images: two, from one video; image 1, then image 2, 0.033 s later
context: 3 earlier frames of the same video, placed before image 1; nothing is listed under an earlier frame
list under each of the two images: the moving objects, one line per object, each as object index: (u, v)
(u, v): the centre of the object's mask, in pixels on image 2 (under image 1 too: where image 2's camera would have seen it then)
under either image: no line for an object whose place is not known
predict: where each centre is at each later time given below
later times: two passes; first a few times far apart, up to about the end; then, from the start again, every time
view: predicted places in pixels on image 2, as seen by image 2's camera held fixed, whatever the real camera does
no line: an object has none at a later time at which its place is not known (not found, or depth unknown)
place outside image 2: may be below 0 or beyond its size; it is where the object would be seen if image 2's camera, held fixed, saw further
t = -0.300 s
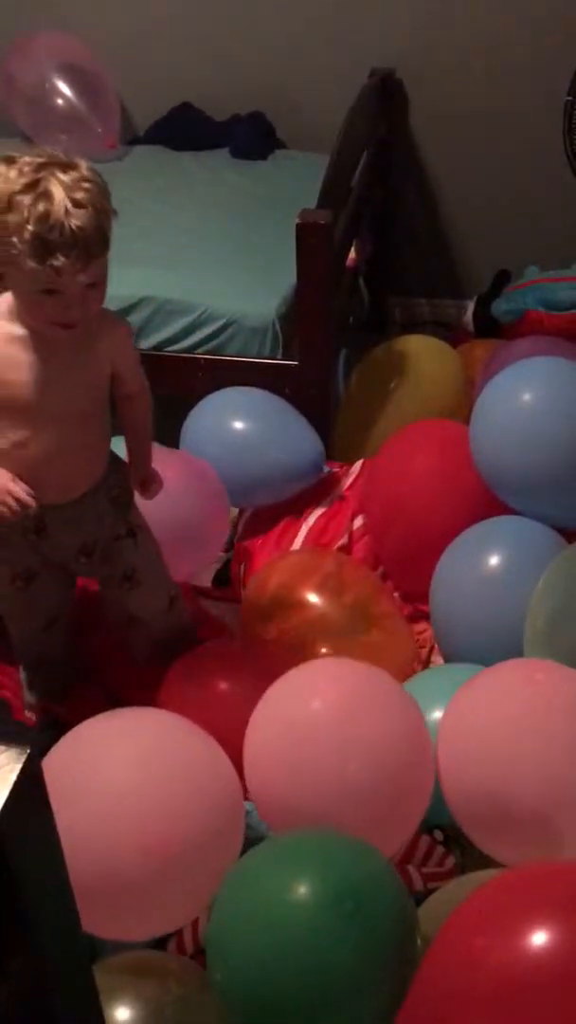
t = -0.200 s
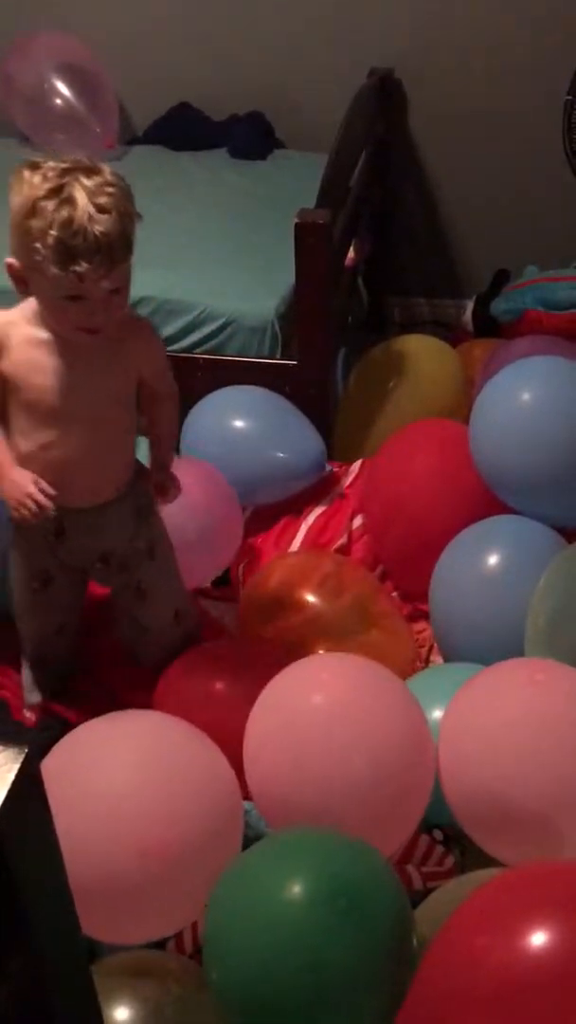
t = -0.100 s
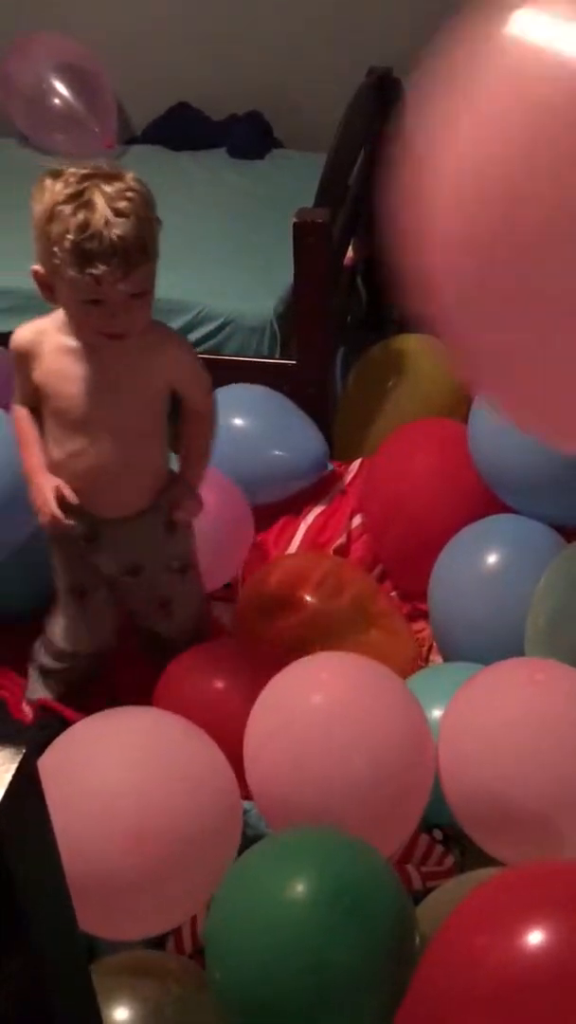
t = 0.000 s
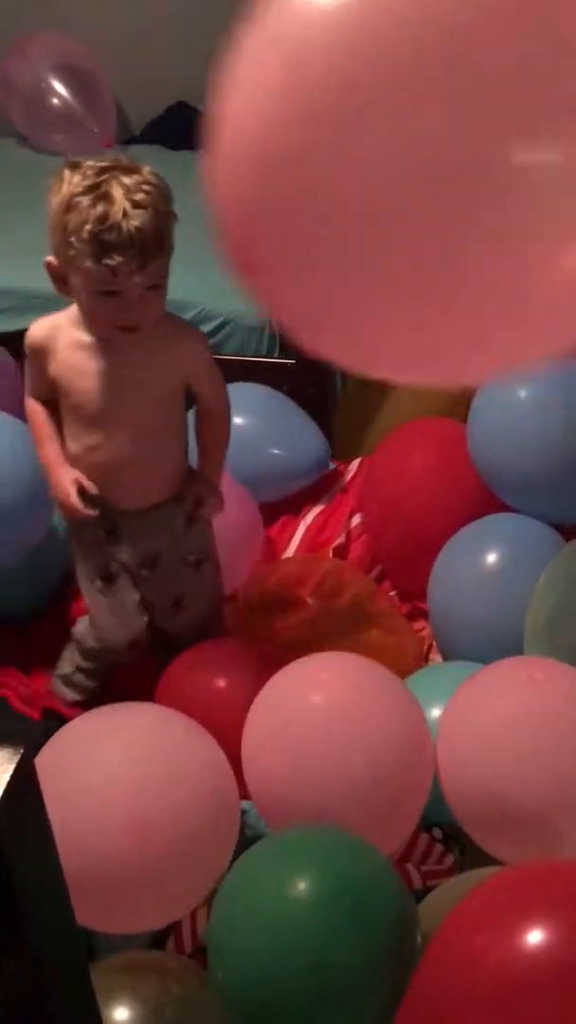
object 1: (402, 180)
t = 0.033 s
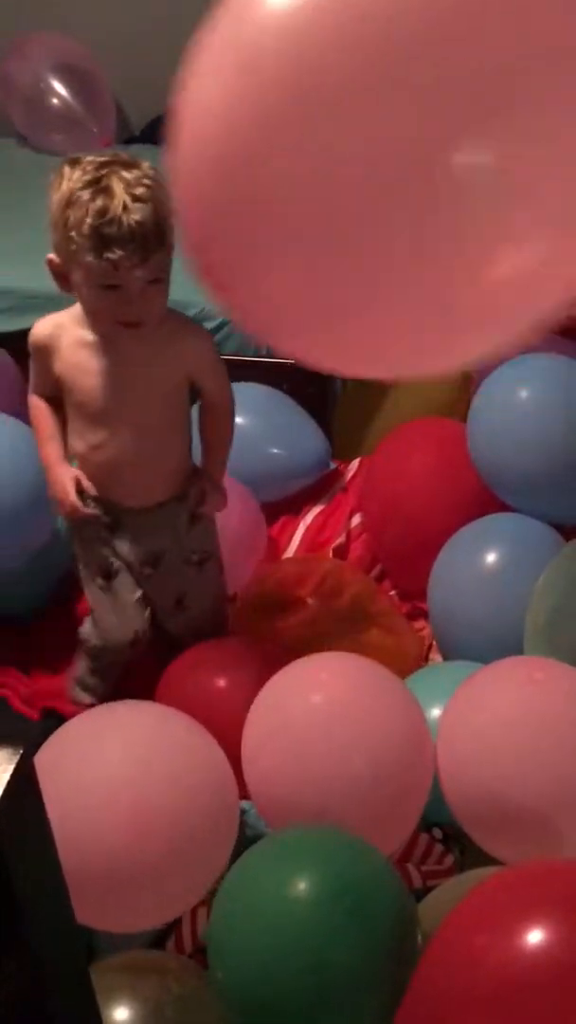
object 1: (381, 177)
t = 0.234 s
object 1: (247, 224)
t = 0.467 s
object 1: (226, 385)
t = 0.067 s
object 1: (360, 172)
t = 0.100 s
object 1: (336, 174)
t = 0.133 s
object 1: (307, 181)
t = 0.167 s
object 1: (282, 190)
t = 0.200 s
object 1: (263, 202)
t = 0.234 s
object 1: (247, 224)
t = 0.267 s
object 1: (236, 248)
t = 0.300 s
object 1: (228, 272)
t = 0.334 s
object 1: (223, 297)
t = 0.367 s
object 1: (222, 321)
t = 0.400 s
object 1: (222, 343)
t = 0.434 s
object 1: (224, 364)
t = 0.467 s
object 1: (226, 385)
